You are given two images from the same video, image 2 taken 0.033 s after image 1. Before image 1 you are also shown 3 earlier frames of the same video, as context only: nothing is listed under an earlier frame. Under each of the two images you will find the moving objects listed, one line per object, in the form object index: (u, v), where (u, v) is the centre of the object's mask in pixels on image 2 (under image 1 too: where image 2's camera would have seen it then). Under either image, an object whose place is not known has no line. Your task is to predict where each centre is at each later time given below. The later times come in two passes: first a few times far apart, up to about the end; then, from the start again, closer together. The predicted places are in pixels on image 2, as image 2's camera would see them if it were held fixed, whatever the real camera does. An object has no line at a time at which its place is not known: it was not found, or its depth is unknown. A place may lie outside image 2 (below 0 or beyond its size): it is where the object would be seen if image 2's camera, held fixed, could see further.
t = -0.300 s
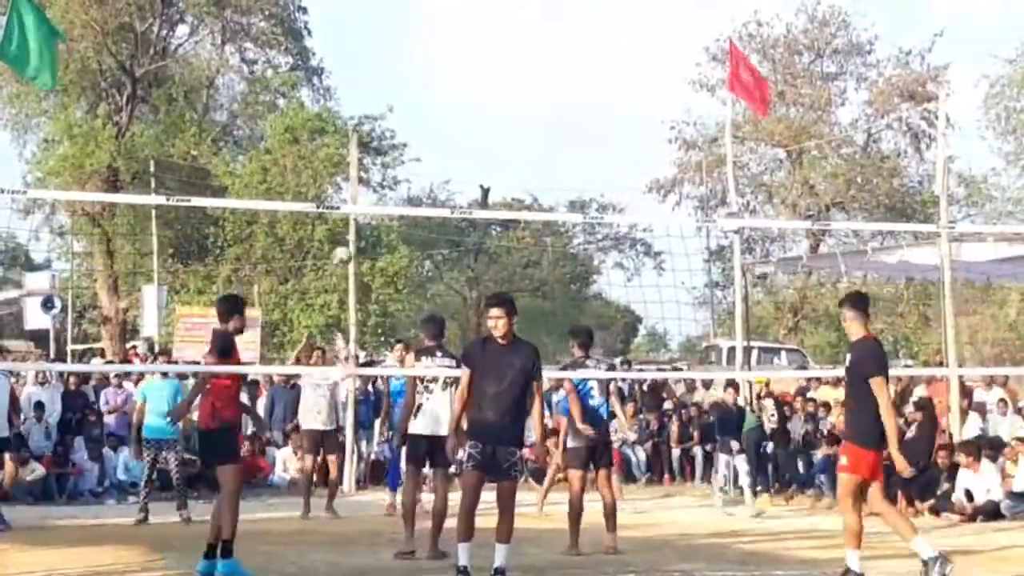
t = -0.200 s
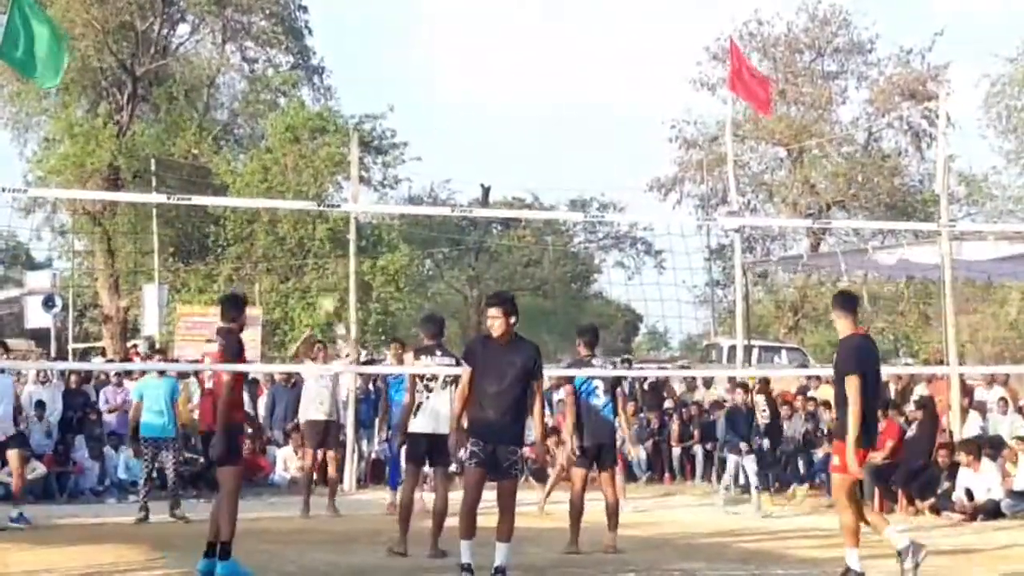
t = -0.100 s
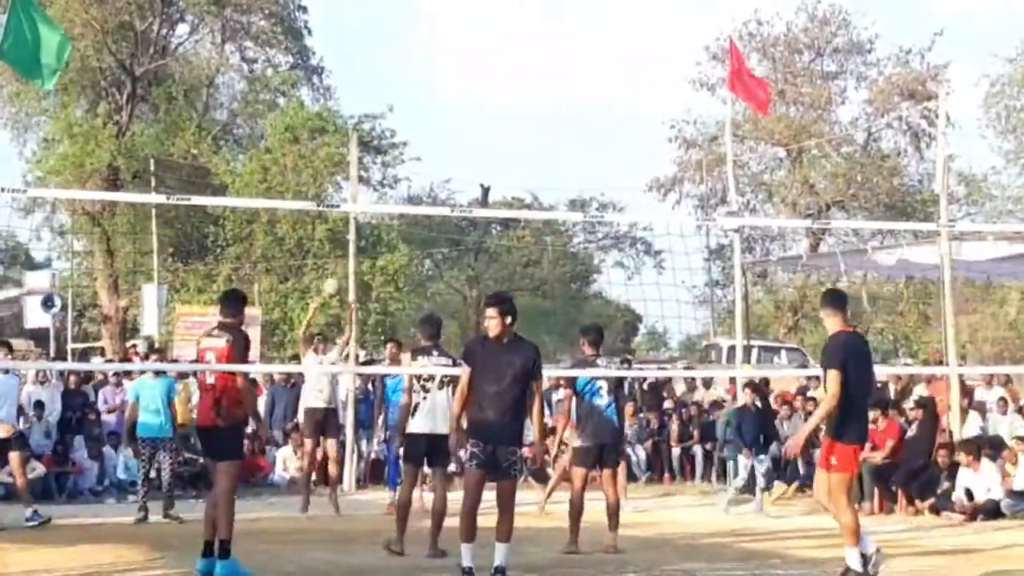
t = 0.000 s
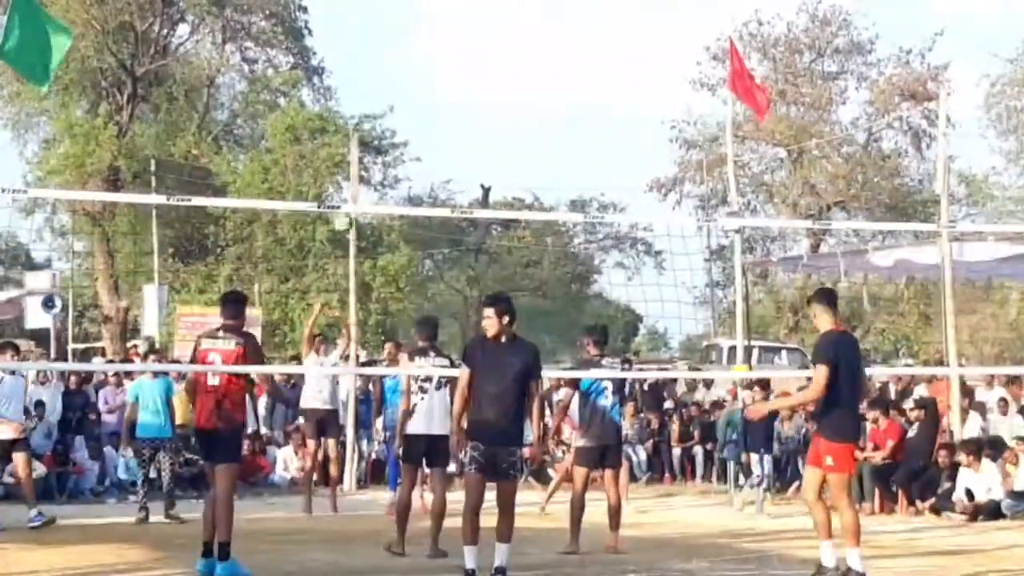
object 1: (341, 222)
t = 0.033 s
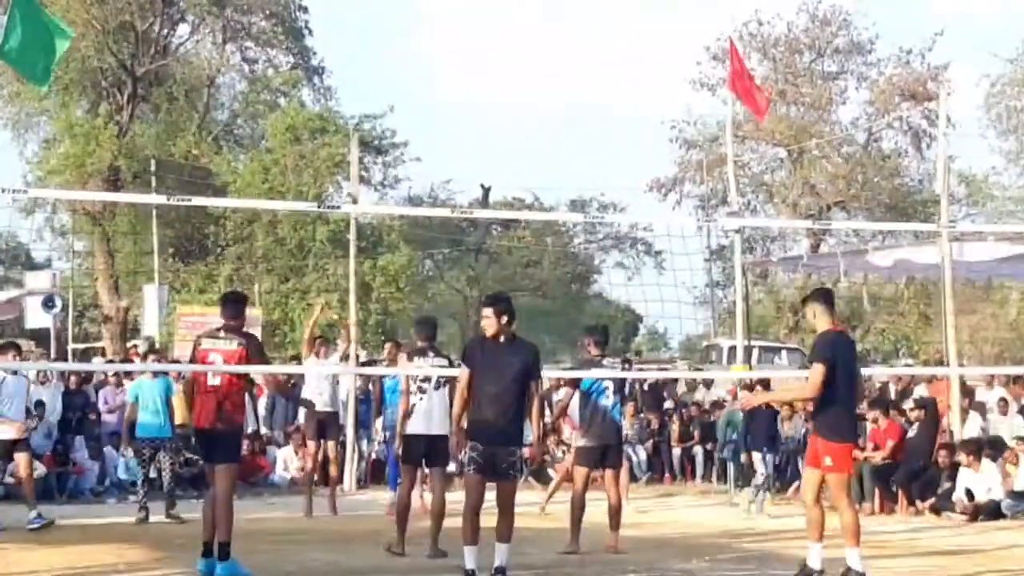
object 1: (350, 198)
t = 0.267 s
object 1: (376, 87)
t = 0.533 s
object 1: (412, 13)
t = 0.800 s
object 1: (449, 12)
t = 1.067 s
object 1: (493, 96)
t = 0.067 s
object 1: (351, 184)
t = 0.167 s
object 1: (364, 135)
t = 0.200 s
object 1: (367, 115)
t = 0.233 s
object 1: (372, 100)
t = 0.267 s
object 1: (376, 87)
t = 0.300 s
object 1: (380, 74)
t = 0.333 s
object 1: (385, 62)
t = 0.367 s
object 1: (389, 52)
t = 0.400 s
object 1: (394, 42)
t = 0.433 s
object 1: (398, 34)
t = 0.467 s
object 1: (403, 26)
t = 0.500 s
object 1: (408, 19)
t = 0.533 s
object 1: (412, 13)
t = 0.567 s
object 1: (417, 10)
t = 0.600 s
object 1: (421, 8)
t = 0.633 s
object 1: (426, 7)
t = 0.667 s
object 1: (430, 7)
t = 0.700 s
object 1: (435, 7)
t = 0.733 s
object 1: (440, 7)
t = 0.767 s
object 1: (445, 9)
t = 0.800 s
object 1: (449, 12)
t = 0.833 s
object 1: (455, 17)
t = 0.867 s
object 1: (459, 24)
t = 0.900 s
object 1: (465, 34)
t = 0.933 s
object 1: (471, 45)
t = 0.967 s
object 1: (476, 54)
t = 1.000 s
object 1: (482, 67)
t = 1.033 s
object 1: (487, 81)
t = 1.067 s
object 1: (493, 96)
